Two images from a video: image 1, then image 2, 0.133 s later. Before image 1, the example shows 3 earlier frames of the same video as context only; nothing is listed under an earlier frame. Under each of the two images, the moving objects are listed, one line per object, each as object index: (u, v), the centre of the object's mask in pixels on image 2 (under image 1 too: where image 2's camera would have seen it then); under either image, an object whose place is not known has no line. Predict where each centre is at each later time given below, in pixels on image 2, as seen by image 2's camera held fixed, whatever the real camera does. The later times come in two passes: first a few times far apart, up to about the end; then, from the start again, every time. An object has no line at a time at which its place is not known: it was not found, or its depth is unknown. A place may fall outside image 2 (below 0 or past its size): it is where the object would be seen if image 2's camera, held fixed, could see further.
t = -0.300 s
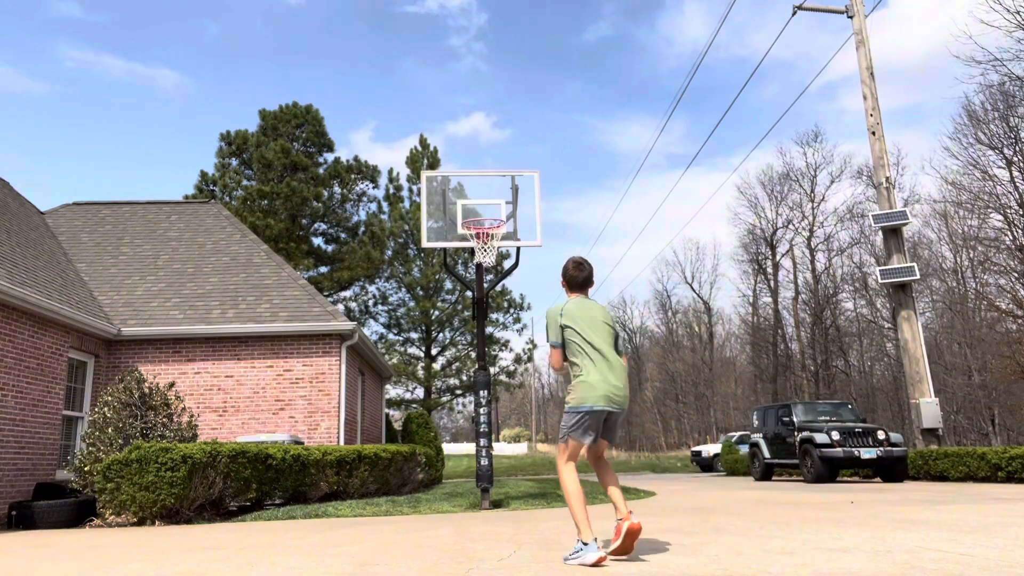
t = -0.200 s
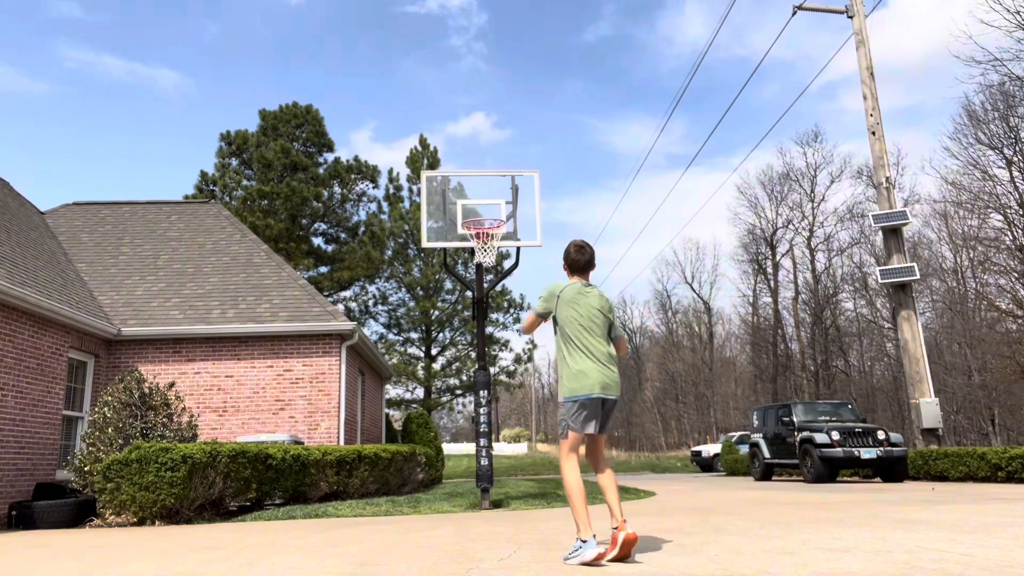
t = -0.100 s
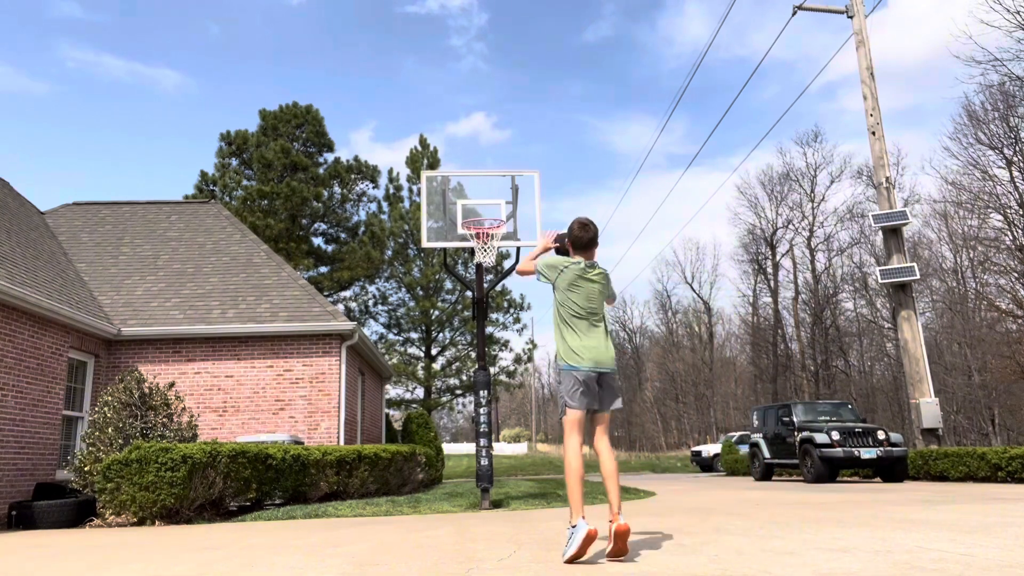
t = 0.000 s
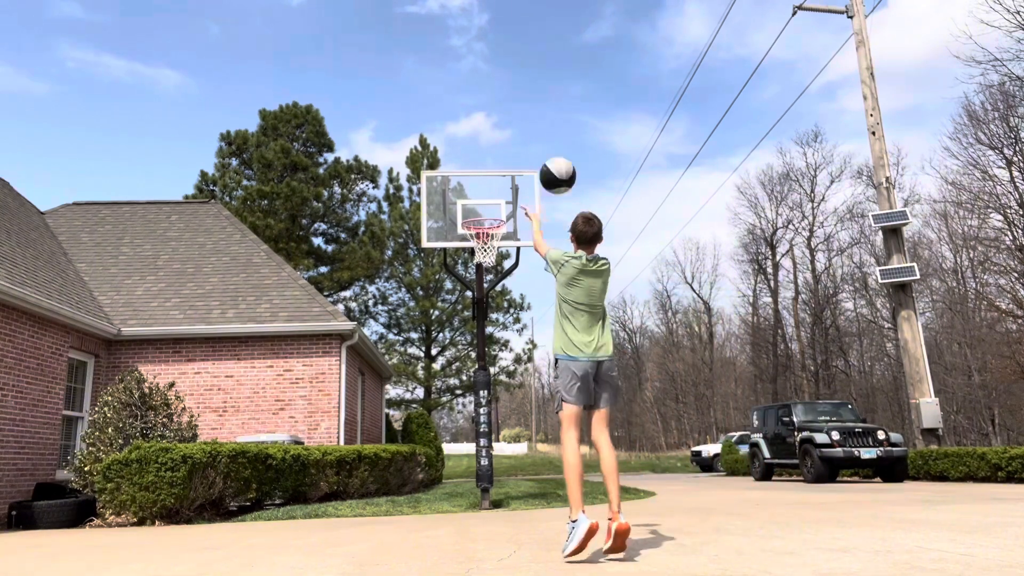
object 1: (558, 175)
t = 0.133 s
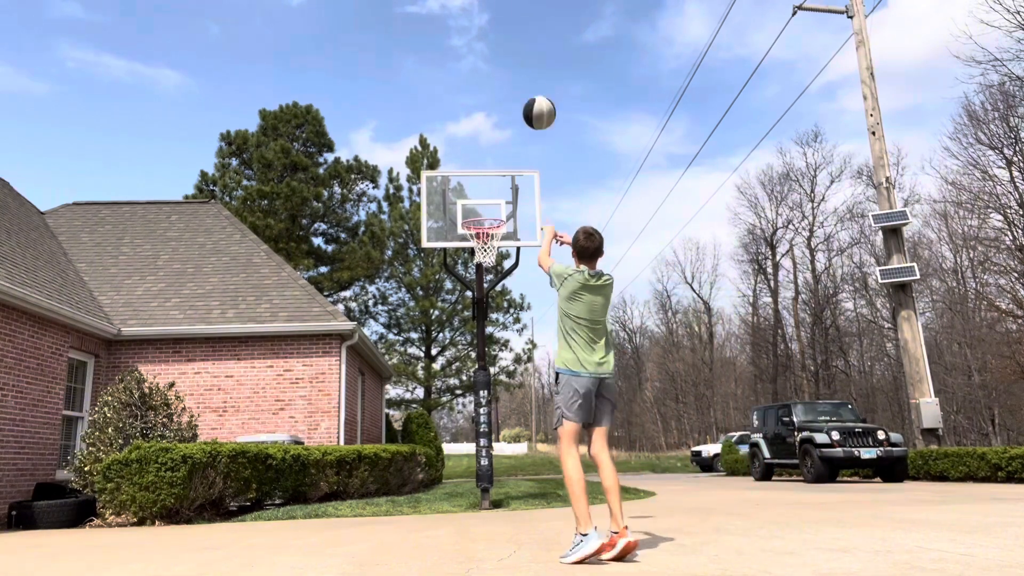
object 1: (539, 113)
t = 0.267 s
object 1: (525, 81)
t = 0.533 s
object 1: (504, 83)
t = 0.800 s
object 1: (489, 147)
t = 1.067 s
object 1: (481, 199)
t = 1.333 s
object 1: (475, 210)
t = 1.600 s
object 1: (472, 295)
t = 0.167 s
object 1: (535, 102)
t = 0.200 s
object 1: (531, 94)
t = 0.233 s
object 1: (528, 87)
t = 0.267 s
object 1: (525, 81)
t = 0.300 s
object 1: (521, 77)
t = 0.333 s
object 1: (518, 75)
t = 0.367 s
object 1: (516, 73)
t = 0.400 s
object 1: (513, 73)
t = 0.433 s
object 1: (511, 74)
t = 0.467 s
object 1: (508, 76)
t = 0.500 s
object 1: (506, 79)
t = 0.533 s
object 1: (504, 83)
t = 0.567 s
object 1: (501, 88)
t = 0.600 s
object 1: (499, 94)
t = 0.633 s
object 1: (497, 101)
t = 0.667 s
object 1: (496, 108)
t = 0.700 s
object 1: (494, 117)
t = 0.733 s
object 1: (492, 126)
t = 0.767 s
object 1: (491, 136)
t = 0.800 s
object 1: (489, 147)
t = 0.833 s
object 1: (488, 158)
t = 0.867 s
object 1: (486, 170)
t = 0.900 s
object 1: (485, 183)
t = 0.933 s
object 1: (484, 197)
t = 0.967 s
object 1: (483, 210)
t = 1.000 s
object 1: (482, 206)
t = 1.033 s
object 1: (481, 202)
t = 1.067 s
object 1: (481, 199)
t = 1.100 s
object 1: (480, 197)
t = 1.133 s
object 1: (479, 195)
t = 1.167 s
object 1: (478, 196)
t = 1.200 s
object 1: (478, 196)
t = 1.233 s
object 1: (477, 198)
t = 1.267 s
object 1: (477, 201)
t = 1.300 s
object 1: (476, 205)
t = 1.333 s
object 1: (475, 210)
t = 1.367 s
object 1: (475, 216)
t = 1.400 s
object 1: (474, 223)
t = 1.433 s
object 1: (474, 232)
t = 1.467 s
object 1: (473, 242)
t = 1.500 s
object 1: (473, 253)
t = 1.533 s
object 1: (472, 265)
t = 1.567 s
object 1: (472, 279)
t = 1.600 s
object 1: (472, 295)
